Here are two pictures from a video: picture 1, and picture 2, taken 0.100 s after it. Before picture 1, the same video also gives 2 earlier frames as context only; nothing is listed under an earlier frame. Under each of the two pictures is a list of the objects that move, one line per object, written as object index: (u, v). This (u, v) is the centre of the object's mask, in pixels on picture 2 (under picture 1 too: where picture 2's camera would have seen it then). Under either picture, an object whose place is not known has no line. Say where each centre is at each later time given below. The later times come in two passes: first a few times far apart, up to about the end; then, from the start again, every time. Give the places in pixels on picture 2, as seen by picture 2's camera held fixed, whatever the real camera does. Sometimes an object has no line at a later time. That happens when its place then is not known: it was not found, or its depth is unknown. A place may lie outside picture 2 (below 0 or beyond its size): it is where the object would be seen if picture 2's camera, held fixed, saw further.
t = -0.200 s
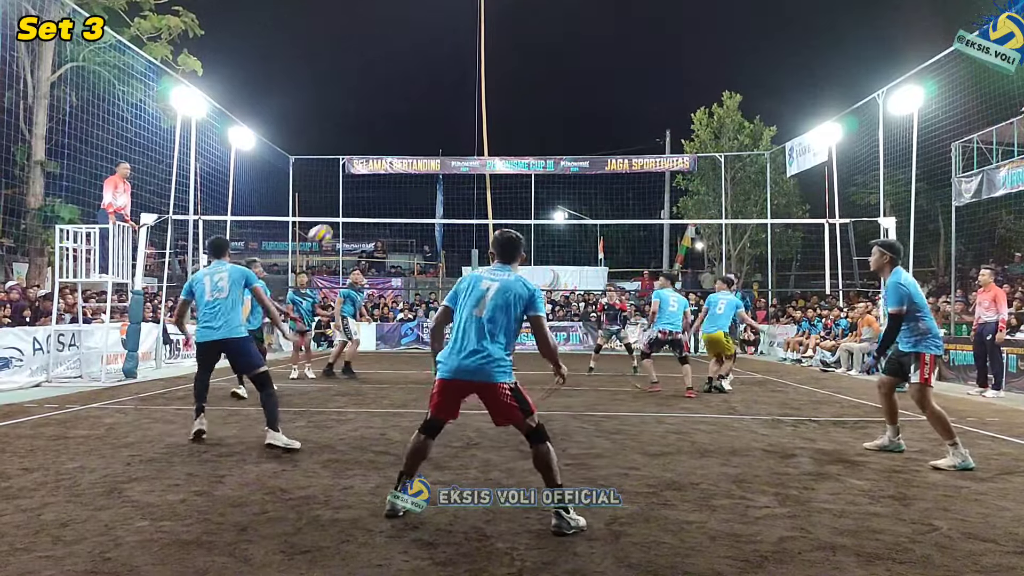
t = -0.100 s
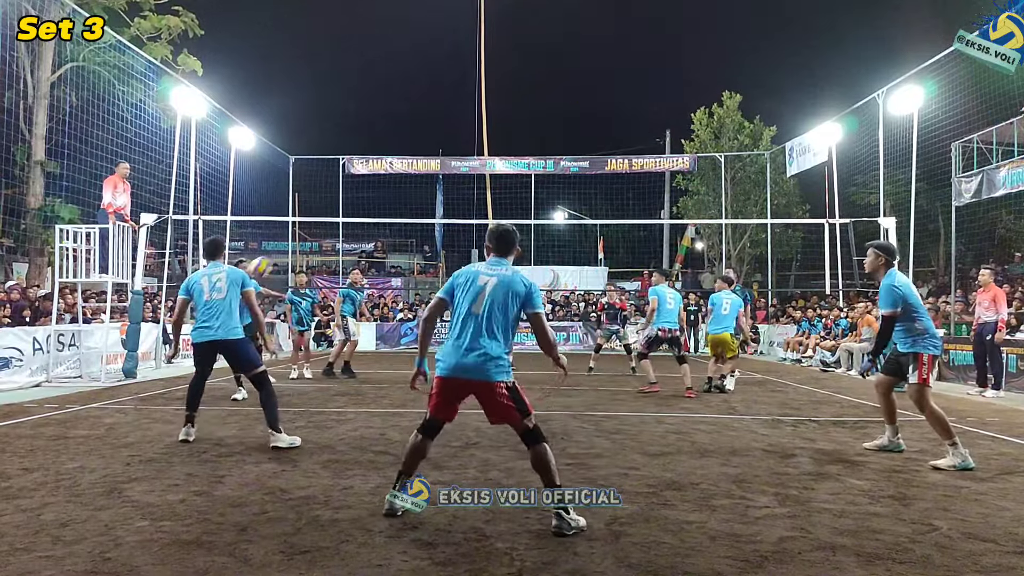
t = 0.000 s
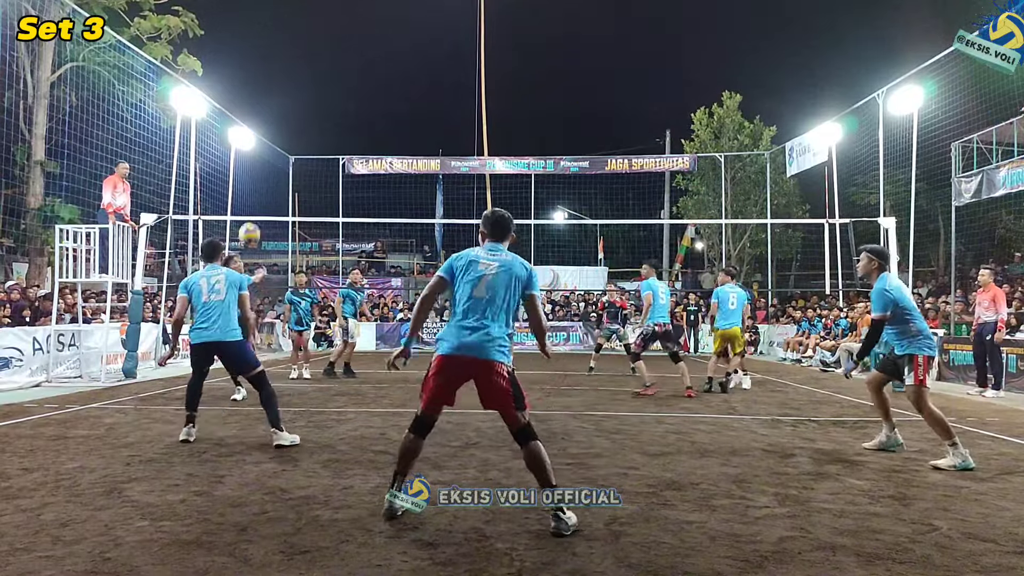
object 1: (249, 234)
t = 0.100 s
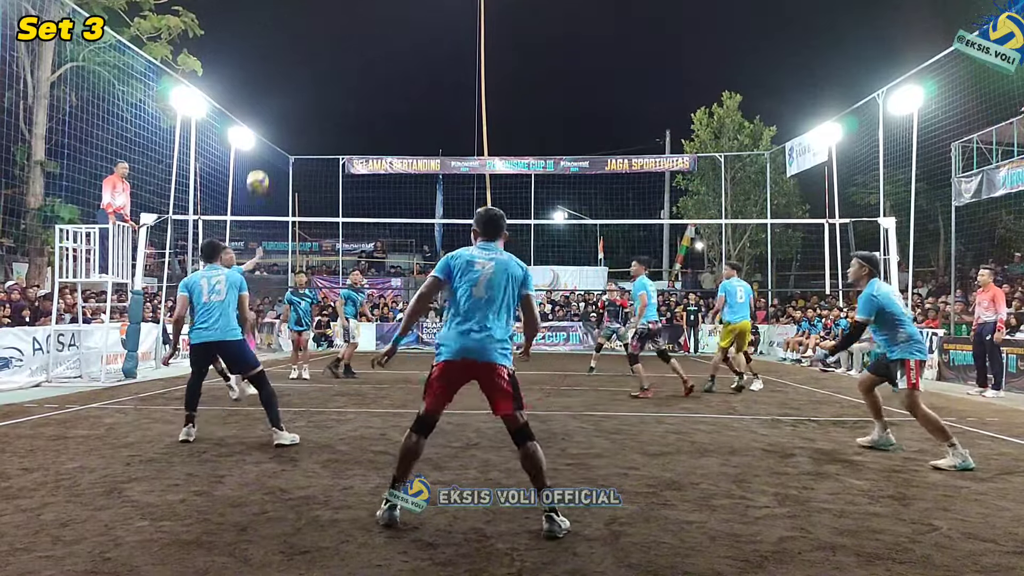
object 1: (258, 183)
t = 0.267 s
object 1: (272, 107)
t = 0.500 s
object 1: (296, 36)
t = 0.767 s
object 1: (331, 19)
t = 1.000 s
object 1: (374, 91)
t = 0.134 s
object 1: (260, 165)
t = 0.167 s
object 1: (264, 150)
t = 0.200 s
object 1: (266, 134)
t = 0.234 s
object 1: (268, 121)
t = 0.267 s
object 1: (272, 107)
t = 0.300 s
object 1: (275, 94)
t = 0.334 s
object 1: (278, 83)
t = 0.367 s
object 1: (281, 71)
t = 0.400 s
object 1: (285, 61)
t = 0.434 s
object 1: (288, 51)
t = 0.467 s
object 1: (292, 43)
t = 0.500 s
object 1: (296, 36)
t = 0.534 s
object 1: (300, 29)
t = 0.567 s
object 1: (304, 23)
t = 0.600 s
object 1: (308, 19)
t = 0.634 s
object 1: (312, 16)
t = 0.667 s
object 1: (317, 15)
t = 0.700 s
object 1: (321, 15)
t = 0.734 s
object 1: (327, 16)
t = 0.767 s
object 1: (331, 19)
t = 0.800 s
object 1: (336, 23)
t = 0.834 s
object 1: (342, 29)
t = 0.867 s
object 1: (348, 37)
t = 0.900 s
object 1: (354, 48)
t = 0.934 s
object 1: (360, 60)
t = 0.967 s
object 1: (367, 75)
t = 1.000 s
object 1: (374, 91)
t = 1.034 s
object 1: (381, 112)
